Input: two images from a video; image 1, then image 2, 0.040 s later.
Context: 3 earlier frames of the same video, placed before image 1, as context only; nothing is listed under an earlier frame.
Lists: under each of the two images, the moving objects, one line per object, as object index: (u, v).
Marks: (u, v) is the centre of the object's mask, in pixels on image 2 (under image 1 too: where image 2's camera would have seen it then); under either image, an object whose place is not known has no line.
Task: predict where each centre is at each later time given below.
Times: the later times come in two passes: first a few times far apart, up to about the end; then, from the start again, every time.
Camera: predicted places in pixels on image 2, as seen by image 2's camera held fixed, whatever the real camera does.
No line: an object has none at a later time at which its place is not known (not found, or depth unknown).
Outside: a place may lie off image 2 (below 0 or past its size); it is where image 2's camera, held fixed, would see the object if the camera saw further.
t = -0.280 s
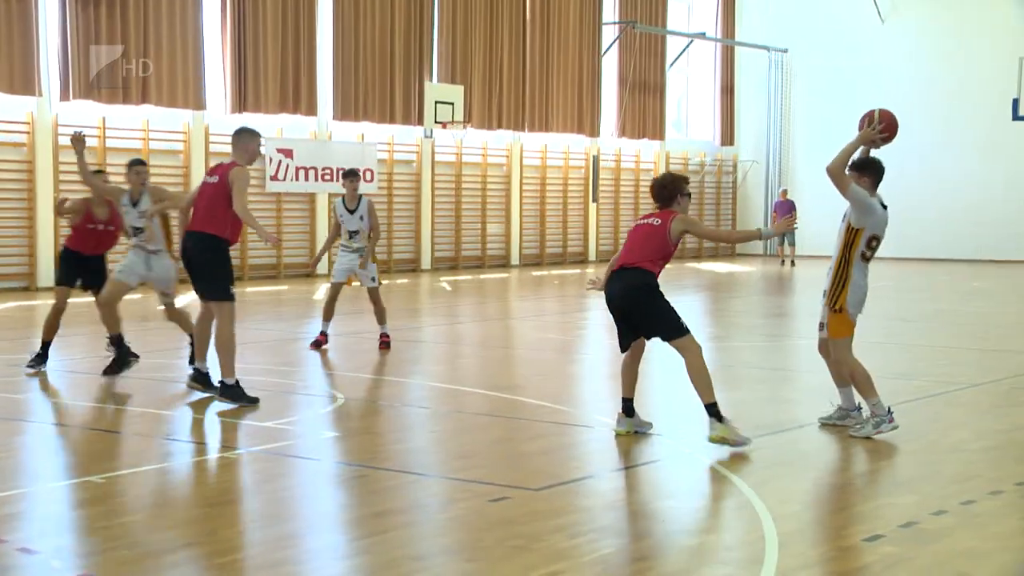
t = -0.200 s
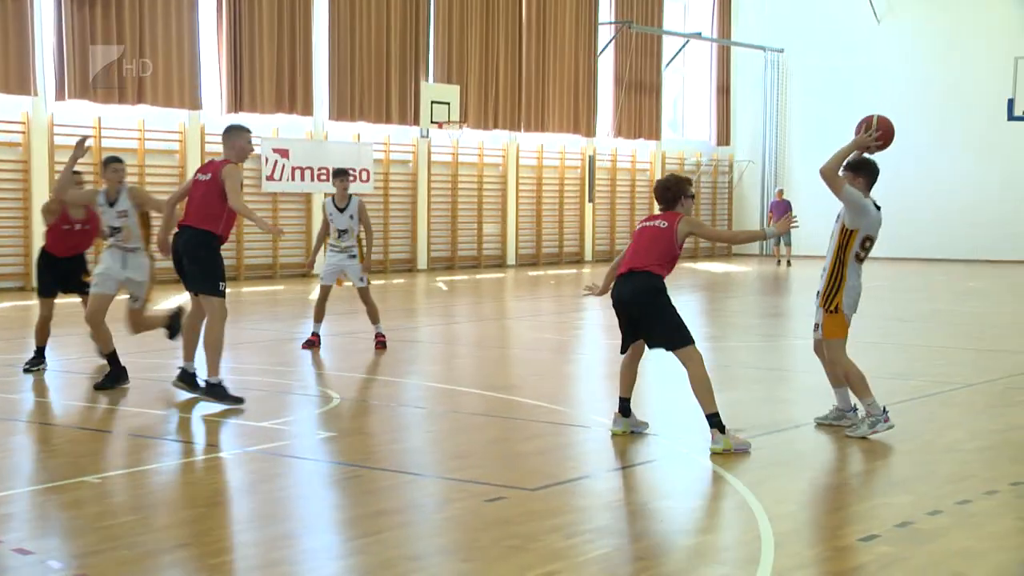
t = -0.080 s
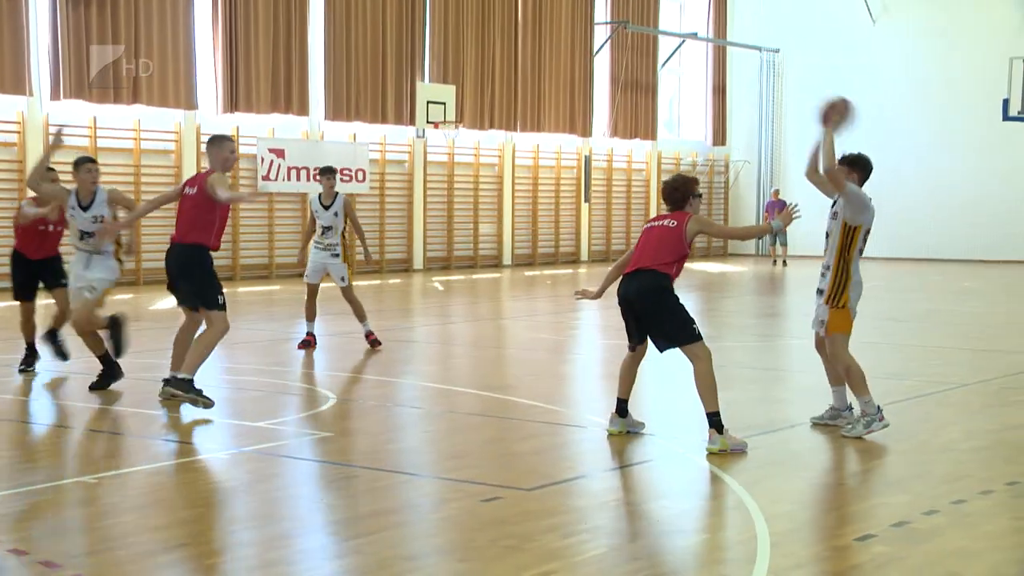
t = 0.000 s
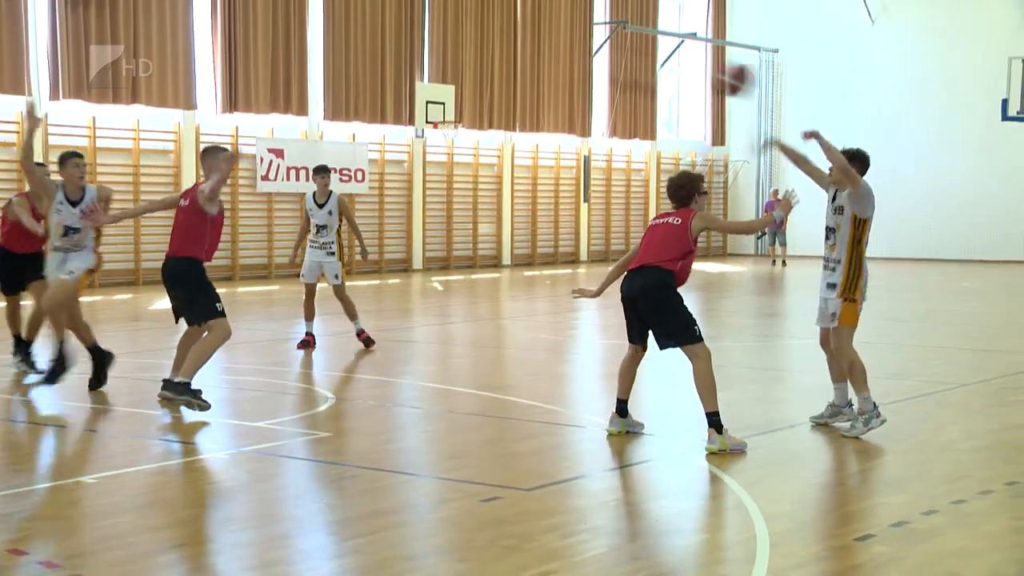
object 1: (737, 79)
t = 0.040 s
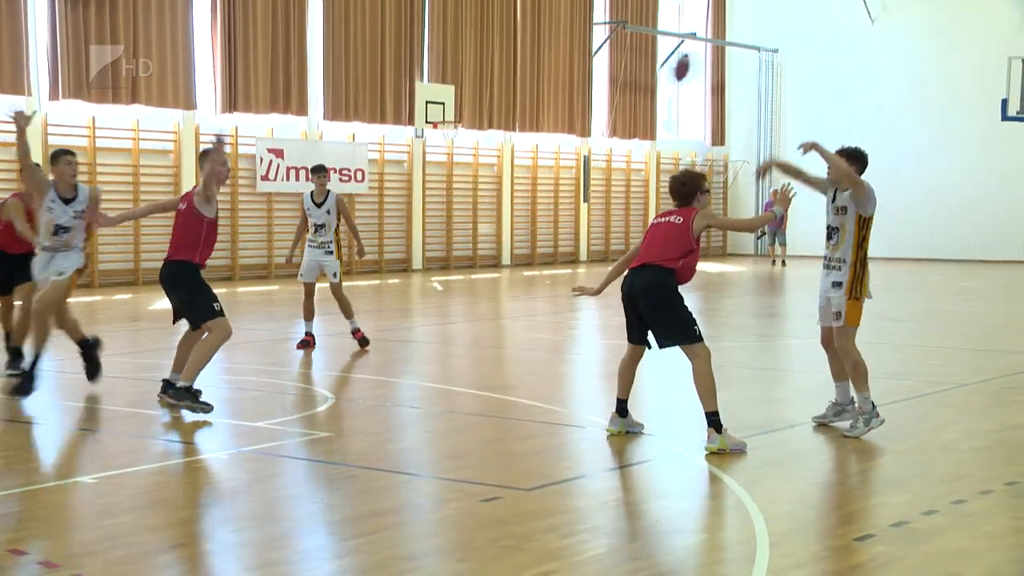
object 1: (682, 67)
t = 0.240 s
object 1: (397, 39)
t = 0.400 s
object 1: (155, 61)
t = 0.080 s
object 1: (629, 56)
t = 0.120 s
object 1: (570, 50)
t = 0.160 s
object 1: (514, 43)
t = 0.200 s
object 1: (457, 41)
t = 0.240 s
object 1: (397, 39)
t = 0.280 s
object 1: (339, 41)
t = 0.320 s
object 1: (276, 45)
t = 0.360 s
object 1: (219, 52)
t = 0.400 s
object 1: (155, 61)
